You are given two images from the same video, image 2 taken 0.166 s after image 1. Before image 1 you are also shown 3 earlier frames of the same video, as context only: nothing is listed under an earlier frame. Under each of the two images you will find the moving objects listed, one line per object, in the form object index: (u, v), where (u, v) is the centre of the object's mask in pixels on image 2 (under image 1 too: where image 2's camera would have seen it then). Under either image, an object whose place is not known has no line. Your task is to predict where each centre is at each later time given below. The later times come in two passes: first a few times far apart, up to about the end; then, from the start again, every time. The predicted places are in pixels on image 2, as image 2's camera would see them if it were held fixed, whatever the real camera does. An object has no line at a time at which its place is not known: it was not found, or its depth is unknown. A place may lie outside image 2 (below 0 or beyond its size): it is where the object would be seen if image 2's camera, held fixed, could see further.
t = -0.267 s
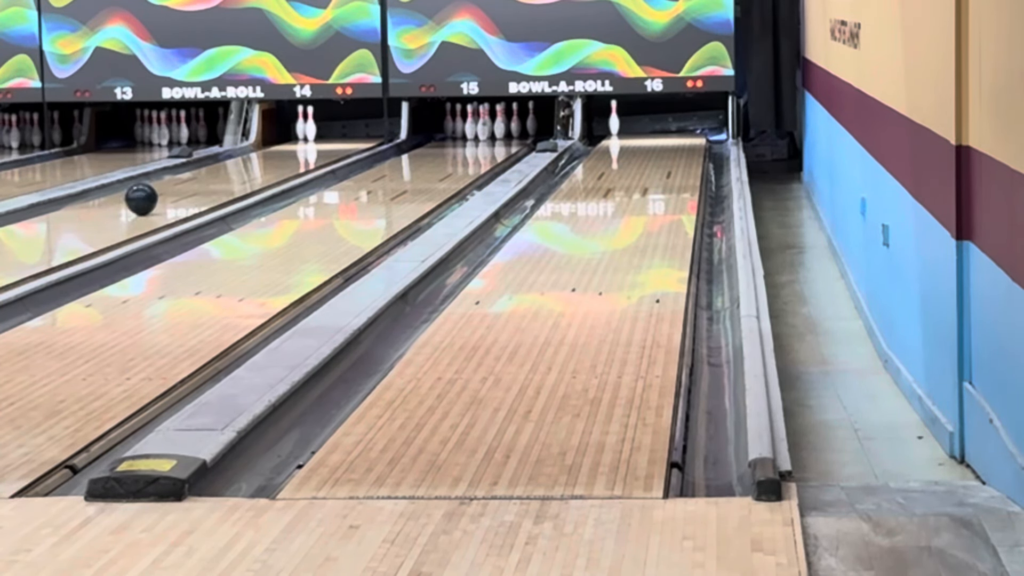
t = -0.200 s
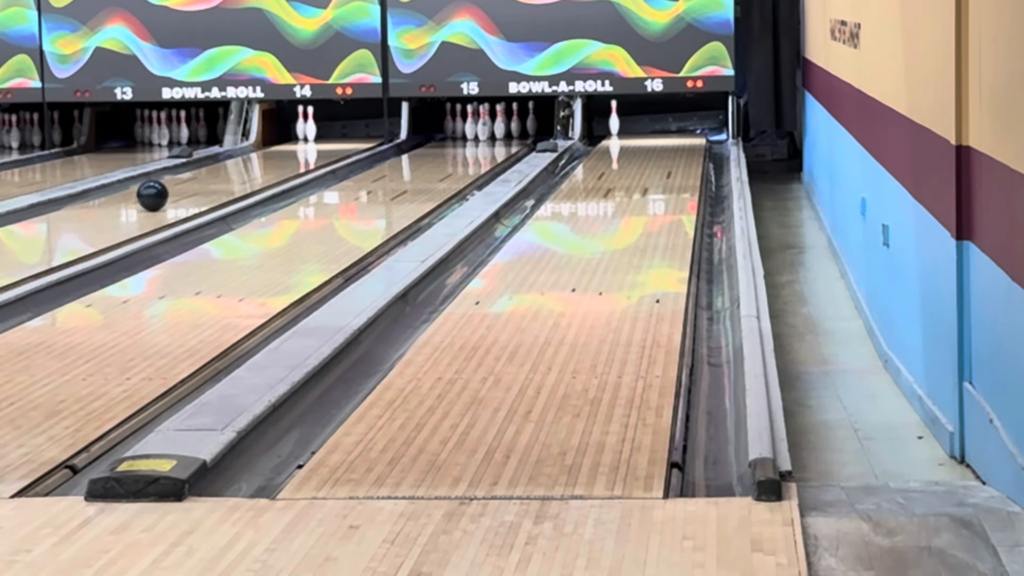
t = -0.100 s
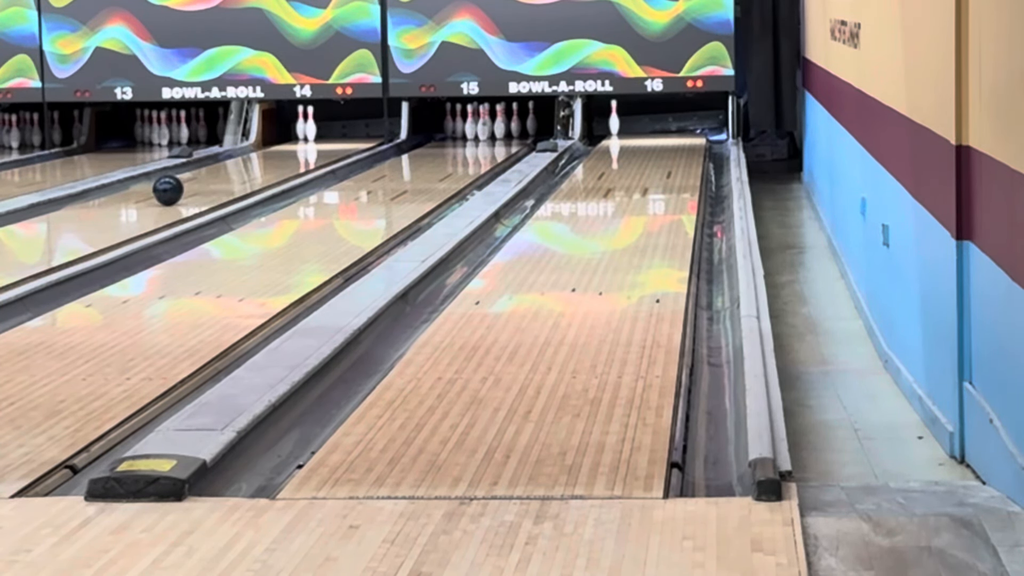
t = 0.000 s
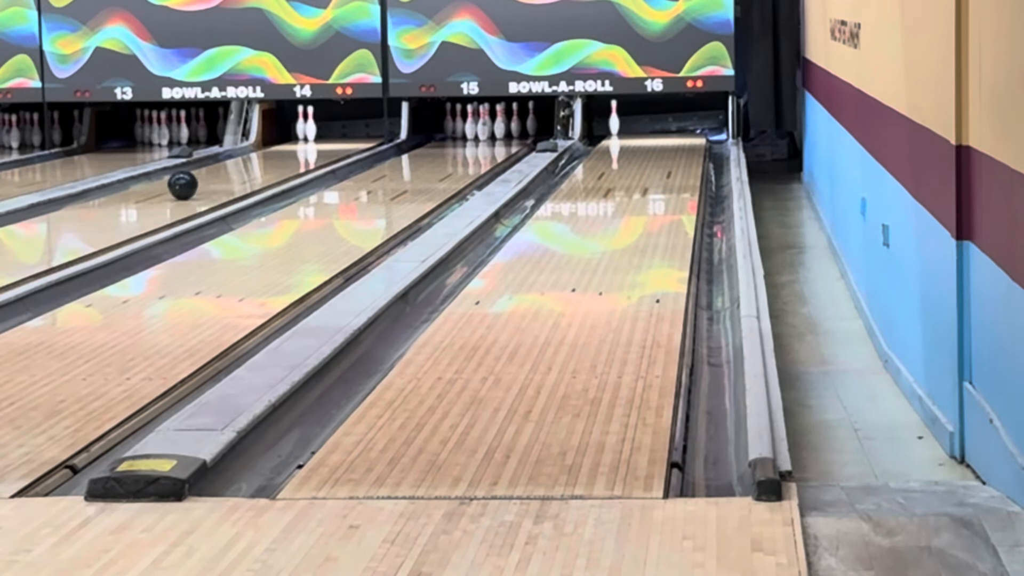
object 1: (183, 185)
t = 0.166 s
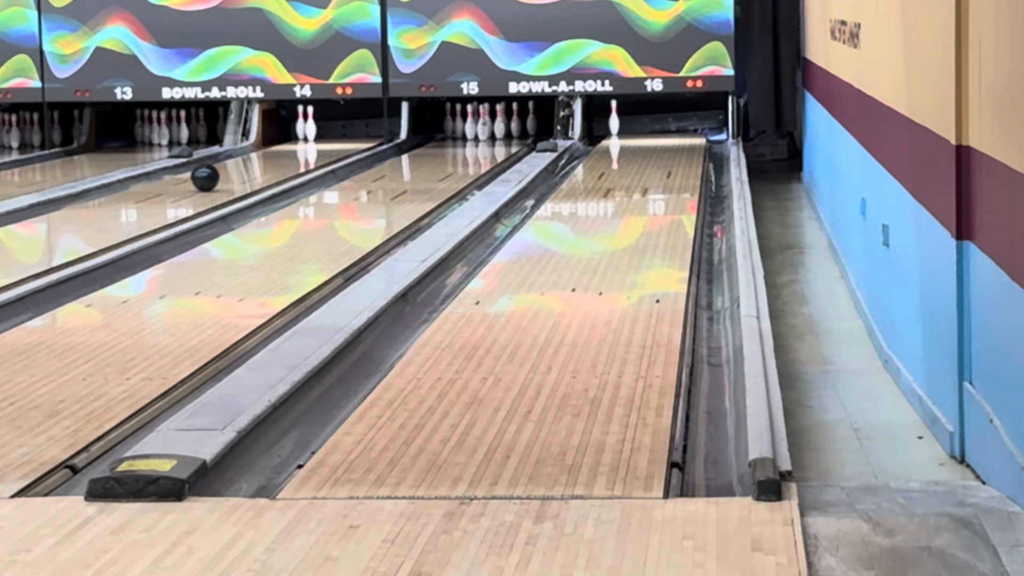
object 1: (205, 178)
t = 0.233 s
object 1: (213, 174)
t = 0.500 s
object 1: (243, 164)
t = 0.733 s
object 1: (264, 156)
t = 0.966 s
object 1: (280, 149)
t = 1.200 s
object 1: (291, 144)
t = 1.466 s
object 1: (302, 139)
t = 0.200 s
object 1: (209, 176)
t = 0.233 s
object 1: (213, 174)
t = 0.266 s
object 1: (217, 173)
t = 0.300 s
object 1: (221, 172)
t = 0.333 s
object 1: (225, 171)
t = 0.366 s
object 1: (228, 169)
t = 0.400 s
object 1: (232, 167)
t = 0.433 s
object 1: (236, 166)
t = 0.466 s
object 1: (239, 165)
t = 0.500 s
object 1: (243, 164)
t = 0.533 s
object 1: (246, 163)
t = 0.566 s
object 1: (249, 162)
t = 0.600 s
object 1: (252, 160)
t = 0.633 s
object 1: (255, 159)
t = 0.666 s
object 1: (259, 158)
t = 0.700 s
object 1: (261, 157)
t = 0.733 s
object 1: (264, 156)
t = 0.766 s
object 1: (267, 155)
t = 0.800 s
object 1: (269, 154)
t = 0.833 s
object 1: (272, 153)
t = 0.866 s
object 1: (274, 152)
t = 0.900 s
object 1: (276, 151)
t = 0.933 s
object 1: (278, 150)
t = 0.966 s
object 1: (280, 149)
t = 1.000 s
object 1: (282, 149)
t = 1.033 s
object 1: (284, 148)
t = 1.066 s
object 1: (285, 147)
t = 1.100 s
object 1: (287, 146)
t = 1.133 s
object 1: (288, 145)
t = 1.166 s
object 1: (290, 145)
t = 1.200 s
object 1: (291, 144)
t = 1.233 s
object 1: (293, 143)
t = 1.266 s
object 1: (294, 143)
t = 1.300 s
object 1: (295, 142)
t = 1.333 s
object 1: (297, 141)
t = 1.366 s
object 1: (298, 141)
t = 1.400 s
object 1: (299, 140)
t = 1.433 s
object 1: (301, 140)
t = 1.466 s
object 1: (302, 139)
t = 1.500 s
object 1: (303, 139)
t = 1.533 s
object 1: (305, 138)
